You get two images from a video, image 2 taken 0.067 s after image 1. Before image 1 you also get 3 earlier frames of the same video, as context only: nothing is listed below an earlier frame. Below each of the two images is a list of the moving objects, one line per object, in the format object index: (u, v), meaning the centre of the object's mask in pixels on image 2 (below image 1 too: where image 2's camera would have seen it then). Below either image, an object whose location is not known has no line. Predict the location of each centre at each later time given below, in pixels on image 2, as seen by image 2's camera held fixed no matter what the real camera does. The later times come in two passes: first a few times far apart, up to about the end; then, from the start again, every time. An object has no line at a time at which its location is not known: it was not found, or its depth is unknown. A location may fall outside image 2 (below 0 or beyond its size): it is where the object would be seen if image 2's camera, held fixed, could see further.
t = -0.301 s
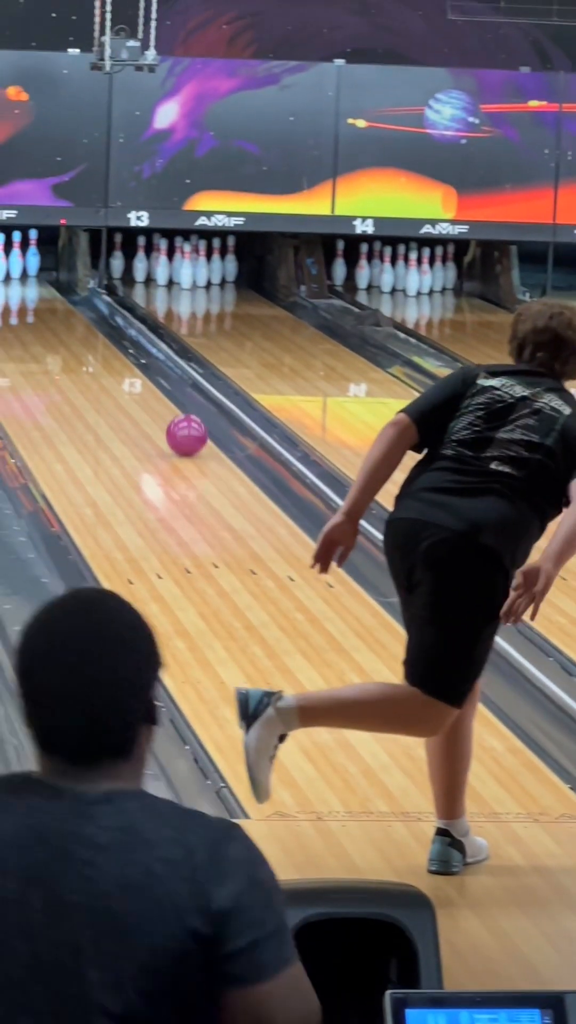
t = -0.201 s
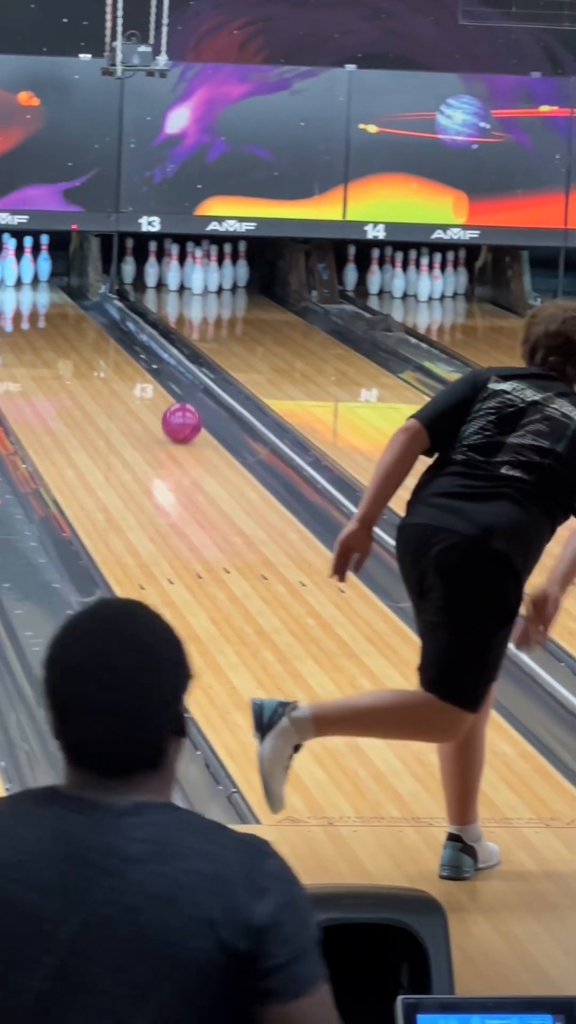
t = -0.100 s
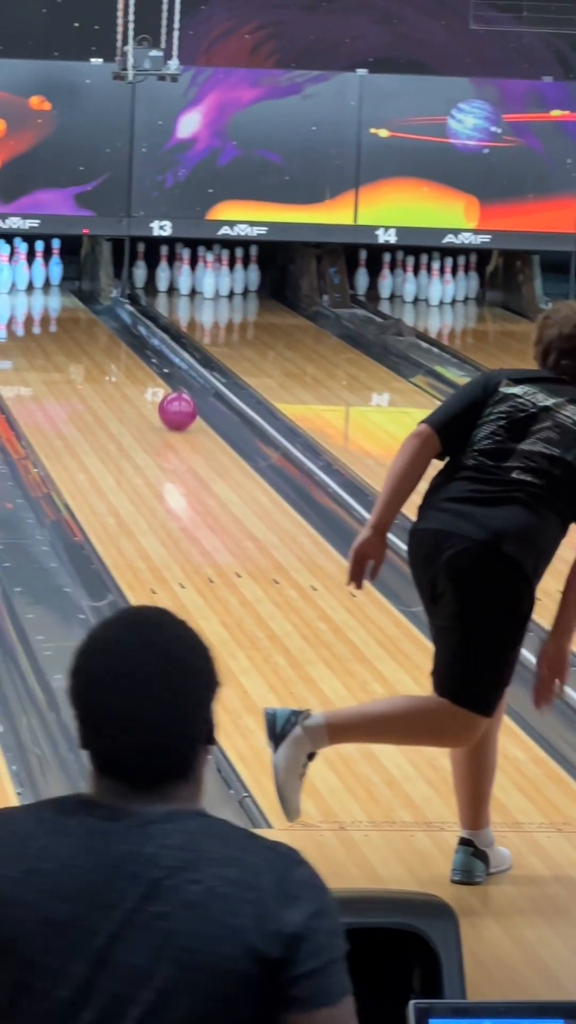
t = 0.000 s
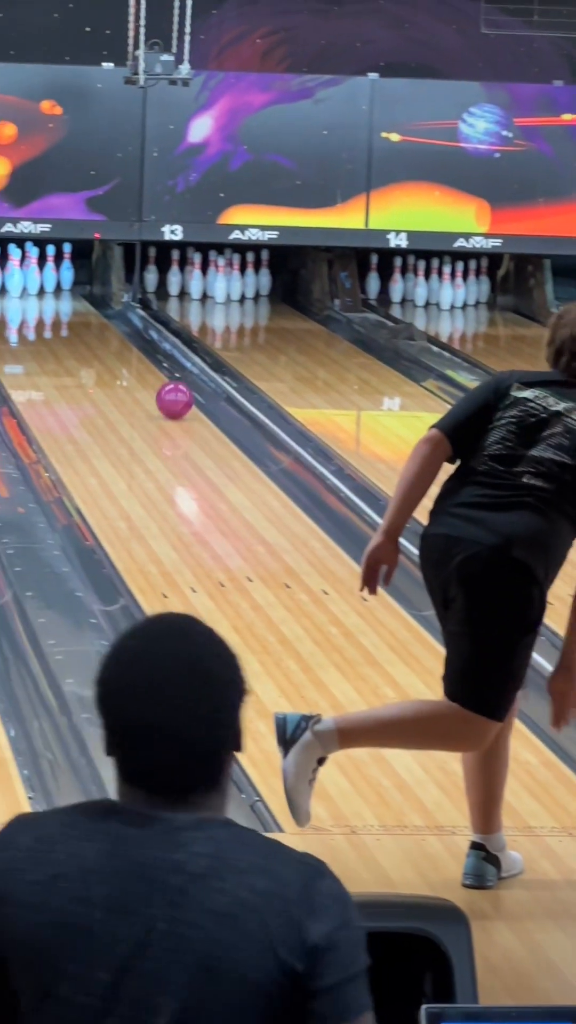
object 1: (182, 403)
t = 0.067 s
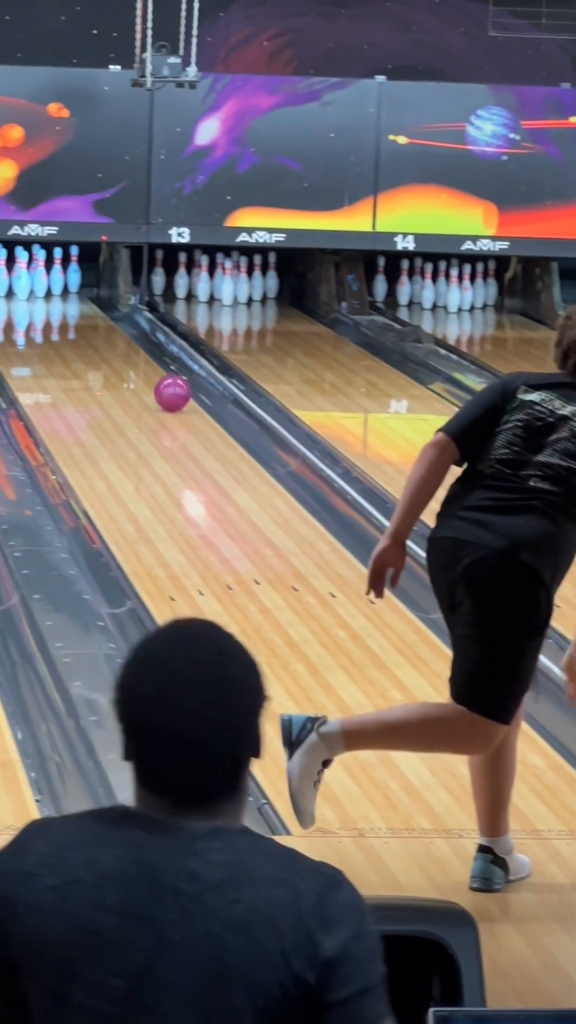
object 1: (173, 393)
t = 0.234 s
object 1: (151, 371)
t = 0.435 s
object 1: (126, 347)
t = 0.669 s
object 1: (98, 324)
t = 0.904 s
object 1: (67, 305)
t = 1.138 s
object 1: (36, 288)
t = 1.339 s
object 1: (24, 280)
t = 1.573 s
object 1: (15, 276)
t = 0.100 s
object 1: (168, 389)
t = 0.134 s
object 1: (164, 384)
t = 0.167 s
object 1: (159, 379)
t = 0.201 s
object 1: (155, 375)
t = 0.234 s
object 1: (151, 371)
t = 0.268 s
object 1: (146, 367)
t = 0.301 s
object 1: (143, 363)
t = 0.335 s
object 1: (138, 359)
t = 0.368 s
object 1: (134, 355)
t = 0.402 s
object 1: (131, 352)
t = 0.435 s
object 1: (126, 347)
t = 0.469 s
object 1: (122, 344)
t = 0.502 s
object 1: (119, 341)
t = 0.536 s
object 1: (114, 337)
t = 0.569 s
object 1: (110, 334)
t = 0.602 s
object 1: (106, 331)
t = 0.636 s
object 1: (101, 328)
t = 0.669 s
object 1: (98, 324)
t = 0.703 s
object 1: (93, 322)
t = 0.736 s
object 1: (89, 319)
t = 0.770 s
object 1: (85, 316)
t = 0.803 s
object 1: (81, 313)
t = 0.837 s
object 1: (77, 310)
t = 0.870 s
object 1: (72, 307)
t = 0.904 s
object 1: (67, 305)
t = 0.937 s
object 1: (63, 302)
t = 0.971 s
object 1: (58, 300)
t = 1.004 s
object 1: (54, 298)
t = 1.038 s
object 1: (49, 295)
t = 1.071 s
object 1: (45, 293)
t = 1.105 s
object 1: (40, 290)
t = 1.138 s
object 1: (36, 288)
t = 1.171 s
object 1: (32, 286)
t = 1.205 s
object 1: (31, 285)
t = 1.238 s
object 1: (29, 283)
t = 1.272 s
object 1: (27, 282)
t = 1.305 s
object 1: (26, 281)
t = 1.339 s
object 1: (24, 280)
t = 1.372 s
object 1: (23, 279)
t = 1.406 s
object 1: (21, 278)
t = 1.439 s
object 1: (20, 276)
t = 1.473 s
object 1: (19, 277)
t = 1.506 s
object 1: (17, 277)
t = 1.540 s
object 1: (16, 276)
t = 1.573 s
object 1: (15, 276)
